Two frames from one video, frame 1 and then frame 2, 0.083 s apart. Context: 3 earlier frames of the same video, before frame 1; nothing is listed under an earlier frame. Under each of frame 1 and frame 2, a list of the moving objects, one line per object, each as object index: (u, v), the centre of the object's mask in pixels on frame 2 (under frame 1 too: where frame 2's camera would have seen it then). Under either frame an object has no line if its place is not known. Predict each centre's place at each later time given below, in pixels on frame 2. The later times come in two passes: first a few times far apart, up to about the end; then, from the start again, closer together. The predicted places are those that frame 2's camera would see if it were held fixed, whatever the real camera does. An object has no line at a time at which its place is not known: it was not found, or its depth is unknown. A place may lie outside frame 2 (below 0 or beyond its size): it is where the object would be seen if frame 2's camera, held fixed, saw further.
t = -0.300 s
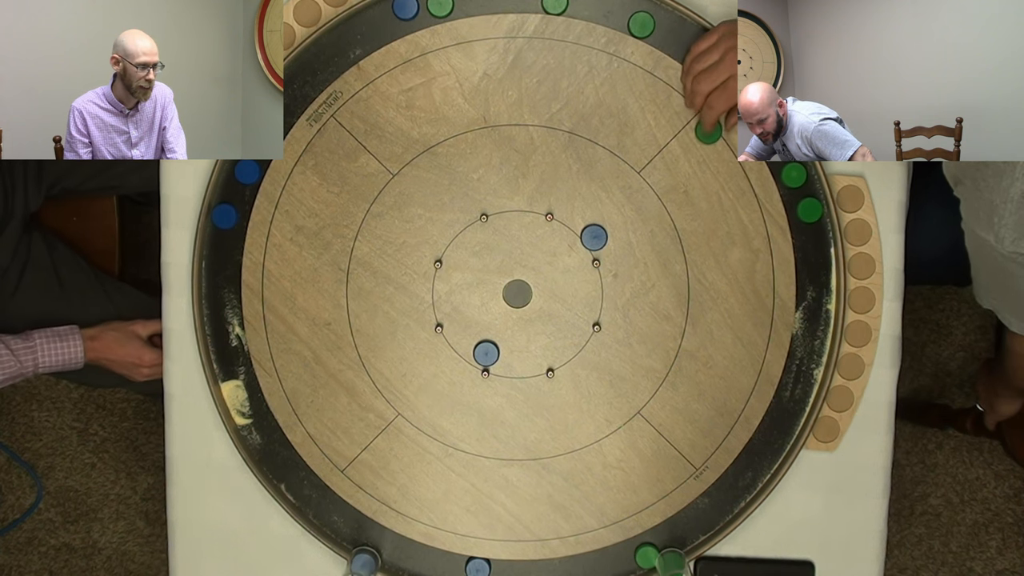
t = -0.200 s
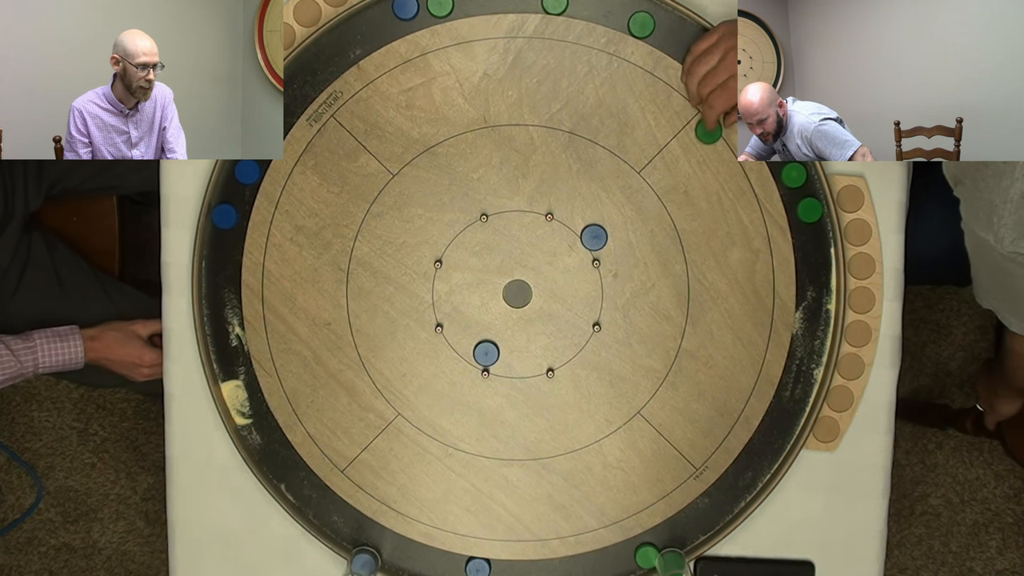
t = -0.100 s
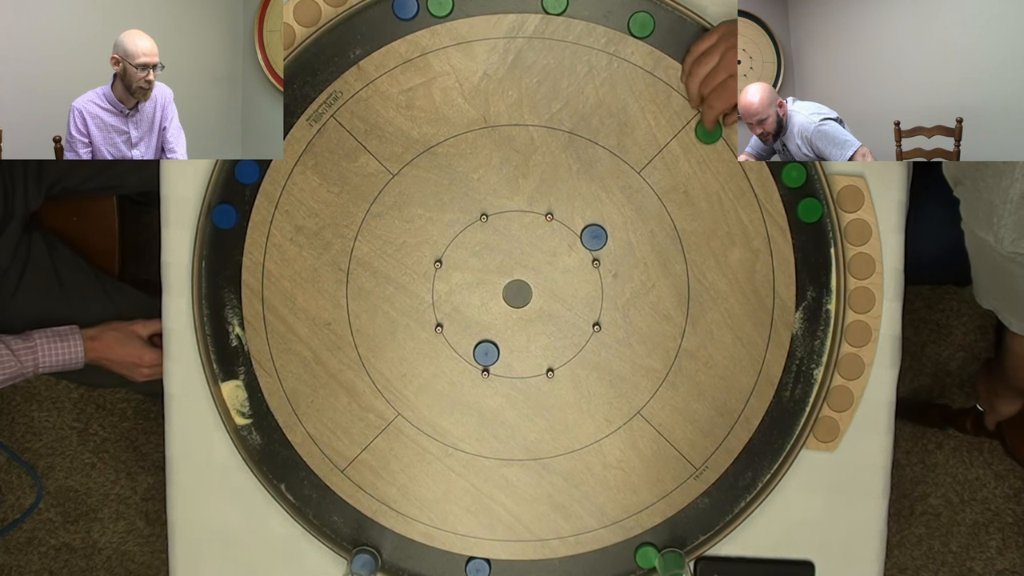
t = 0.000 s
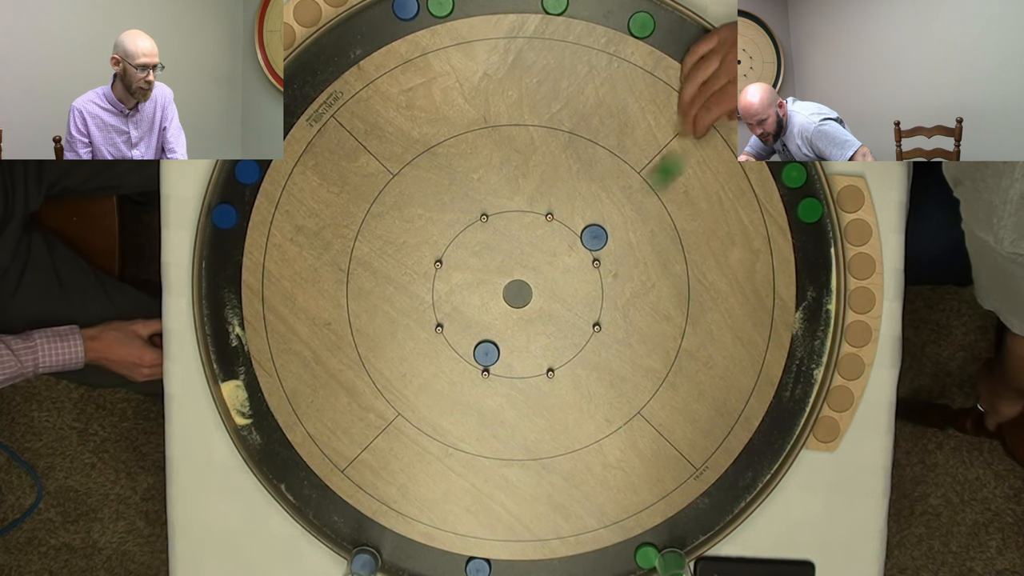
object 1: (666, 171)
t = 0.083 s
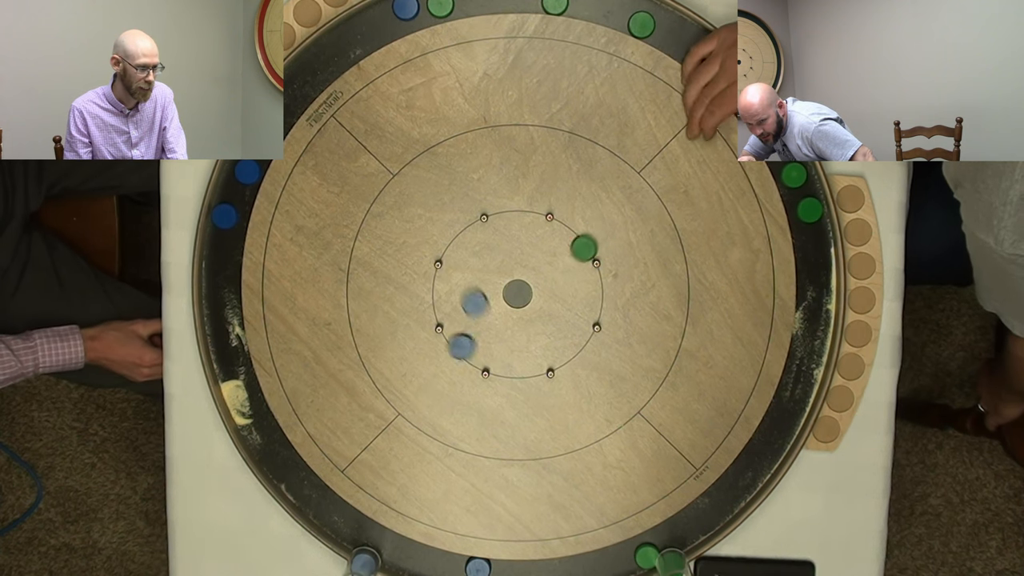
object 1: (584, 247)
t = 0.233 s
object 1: (526, 300)
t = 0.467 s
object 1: (466, 349)
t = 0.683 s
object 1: (449, 361)
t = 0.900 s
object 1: (449, 361)
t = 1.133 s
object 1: (449, 361)
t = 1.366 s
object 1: (449, 361)
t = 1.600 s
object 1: (449, 361)
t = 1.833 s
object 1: (449, 361)
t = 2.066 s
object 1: (449, 361)
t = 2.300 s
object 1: (449, 361)
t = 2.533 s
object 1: (449, 361)
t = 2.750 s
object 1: (449, 361)
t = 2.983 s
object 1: (449, 361)
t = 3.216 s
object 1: (449, 361)
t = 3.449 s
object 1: (449, 361)
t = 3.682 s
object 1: (449, 361)
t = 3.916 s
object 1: (449, 361)
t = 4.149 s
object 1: (449, 361)
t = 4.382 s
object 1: (449, 361)
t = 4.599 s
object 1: (449, 361)
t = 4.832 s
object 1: (449, 361)
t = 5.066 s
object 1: (449, 361)
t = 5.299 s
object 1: (449, 361)
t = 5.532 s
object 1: (449, 361)
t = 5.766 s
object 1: (449, 361)
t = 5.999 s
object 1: (449, 361)
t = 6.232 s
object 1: (449, 361)
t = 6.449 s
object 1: (449, 361)
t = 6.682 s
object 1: (449, 361)
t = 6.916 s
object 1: (449, 361)
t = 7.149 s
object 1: (449, 361)
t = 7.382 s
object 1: (449, 361)
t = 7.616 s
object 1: (449, 361)
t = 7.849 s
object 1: (449, 361)
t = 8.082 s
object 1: (449, 361)
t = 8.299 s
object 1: (449, 361)
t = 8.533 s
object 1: (449, 361)
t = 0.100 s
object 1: (577, 254)
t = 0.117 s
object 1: (570, 261)
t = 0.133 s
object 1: (563, 267)
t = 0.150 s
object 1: (557, 273)
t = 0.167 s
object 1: (550, 279)
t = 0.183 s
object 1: (544, 284)
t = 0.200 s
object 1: (538, 290)
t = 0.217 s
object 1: (532, 295)
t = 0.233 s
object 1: (526, 300)
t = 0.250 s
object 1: (520, 305)
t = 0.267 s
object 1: (515, 310)
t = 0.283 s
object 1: (509, 314)
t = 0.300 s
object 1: (504, 318)
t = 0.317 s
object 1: (499, 323)
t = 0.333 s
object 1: (494, 326)
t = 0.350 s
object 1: (490, 330)
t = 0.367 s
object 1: (486, 333)
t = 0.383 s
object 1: (482, 336)
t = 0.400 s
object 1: (478, 339)
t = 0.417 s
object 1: (475, 342)
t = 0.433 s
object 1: (472, 345)
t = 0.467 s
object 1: (466, 349)
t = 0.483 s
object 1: (463, 351)
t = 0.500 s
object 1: (461, 352)
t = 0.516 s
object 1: (459, 354)
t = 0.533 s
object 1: (457, 355)
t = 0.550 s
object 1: (455, 357)
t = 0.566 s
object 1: (453, 358)
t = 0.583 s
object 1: (452, 359)
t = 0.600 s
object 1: (451, 359)
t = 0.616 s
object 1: (450, 360)
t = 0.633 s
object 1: (449, 360)
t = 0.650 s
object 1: (449, 361)
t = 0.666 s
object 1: (449, 361)
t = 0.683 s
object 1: (449, 361)
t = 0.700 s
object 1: (449, 361)
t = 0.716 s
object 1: (449, 361)
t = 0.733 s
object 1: (449, 361)
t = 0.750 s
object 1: (449, 361)
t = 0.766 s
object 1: (449, 361)
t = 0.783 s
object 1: (449, 361)
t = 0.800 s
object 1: (449, 361)
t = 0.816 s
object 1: (449, 361)
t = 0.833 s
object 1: (449, 361)
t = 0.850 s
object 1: (449, 361)
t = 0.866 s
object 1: (449, 361)
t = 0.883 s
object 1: (449, 361)
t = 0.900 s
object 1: (449, 361)
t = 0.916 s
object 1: (449, 361)
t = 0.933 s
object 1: (449, 361)
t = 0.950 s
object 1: (449, 361)
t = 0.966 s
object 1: (449, 361)
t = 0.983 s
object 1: (449, 361)
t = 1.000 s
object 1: (449, 361)
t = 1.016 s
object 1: (449, 361)
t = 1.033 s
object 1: (449, 361)
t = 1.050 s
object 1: (449, 361)
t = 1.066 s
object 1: (449, 361)
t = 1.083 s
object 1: (449, 361)
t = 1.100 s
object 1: (449, 361)
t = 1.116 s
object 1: (449, 361)
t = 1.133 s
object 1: (449, 361)
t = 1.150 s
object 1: (449, 361)
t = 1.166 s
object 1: (449, 361)
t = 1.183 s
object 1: (449, 361)
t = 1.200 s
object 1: (449, 361)
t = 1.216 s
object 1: (449, 361)
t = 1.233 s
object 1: (449, 361)
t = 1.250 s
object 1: (449, 361)
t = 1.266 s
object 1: (449, 361)
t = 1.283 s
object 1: (449, 361)
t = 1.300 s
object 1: (449, 361)
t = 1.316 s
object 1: (449, 361)
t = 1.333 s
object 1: (449, 361)
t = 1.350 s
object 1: (449, 361)
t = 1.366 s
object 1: (449, 361)
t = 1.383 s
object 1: (449, 361)
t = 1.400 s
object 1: (449, 361)
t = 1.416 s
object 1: (449, 361)
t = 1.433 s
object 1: (449, 361)
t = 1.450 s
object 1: (449, 361)
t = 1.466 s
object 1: (449, 361)
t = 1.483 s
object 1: (449, 361)
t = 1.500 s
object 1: (449, 361)
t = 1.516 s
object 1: (449, 361)
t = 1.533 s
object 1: (449, 361)
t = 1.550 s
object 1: (449, 361)
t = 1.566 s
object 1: (449, 361)
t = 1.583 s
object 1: (449, 361)
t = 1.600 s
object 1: (449, 361)
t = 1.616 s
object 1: (449, 361)
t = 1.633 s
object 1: (449, 361)
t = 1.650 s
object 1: (449, 361)
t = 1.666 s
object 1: (449, 361)
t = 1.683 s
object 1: (449, 361)
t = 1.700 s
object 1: (449, 361)
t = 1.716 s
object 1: (449, 361)
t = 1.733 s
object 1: (449, 361)
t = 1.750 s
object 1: (449, 361)
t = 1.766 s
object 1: (449, 361)
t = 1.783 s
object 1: (449, 361)
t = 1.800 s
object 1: (449, 361)
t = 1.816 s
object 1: (449, 361)
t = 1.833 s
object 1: (449, 361)
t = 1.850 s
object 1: (449, 361)
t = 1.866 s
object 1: (449, 361)
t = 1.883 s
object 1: (449, 361)
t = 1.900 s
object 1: (449, 361)
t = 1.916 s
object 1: (449, 361)
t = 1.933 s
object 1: (449, 361)
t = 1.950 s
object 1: (449, 361)
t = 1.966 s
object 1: (449, 361)
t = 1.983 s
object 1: (449, 361)
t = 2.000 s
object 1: (449, 361)
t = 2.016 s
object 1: (449, 361)
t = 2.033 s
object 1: (449, 361)
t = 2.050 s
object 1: (449, 361)
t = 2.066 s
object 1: (449, 361)
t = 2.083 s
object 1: (449, 361)
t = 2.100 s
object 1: (449, 361)
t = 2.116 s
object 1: (449, 361)
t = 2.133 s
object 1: (449, 361)
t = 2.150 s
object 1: (449, 361)
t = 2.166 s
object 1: (449, 361)
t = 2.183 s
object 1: (449, 361)
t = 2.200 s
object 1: (449, 361)
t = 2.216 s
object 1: (449, 361)
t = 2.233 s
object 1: (449, 361)
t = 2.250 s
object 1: (449, 361)
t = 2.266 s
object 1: (449, 361)
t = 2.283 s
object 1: (449, 361)
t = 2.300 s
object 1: (449, 361)
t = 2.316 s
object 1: (449, 361)
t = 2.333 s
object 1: (449, 361)
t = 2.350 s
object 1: (449, 361)
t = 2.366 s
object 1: (449, 361)
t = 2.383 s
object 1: (449, 361)
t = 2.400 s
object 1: (449, 361)
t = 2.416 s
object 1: (449, 361)
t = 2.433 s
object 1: (449, 361)
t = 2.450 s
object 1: (449, 361)
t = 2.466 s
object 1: (449, 361)
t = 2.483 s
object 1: (449, 361)
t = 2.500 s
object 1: (449, 361)
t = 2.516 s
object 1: (449, 361)
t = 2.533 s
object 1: (449, 361)
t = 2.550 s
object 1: (449, 361)
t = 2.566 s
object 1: (449, 361)
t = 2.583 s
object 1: (449, 361)
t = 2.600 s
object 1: (449, 361)
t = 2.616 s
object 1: (449, 361)
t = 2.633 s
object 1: (449, 361)
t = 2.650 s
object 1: (449, 361)
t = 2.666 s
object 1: (449, 361)
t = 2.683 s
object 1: (449, 361)
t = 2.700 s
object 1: (449, 361)
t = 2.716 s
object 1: (449, 361)
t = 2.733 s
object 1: (449, 361)
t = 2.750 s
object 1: (449, 361)
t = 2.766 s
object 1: (449, 361)
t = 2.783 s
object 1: (449, 361)
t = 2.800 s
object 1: (449, 361)
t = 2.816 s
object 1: (449, 361)
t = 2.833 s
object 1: (449, 361)
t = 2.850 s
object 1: (449, 361)
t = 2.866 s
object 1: (449, 361)
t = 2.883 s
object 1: (449, 361)
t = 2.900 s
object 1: (449, 361)
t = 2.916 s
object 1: (449, 361)
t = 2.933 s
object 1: (449, 361)
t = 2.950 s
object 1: (449, 361)
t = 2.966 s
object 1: (449, 361)
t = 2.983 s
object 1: (449, 361)
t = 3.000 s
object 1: (449, 361)
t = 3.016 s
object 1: (449, 361)
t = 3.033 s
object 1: (449, 361)
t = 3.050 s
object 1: (449, 361)
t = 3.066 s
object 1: (449, 361)
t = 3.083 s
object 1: (449, 361)
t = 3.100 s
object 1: (449, 361)
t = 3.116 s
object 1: (449, 361)
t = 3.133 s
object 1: (449, 361)
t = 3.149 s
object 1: (449, 361)
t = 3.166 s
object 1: (449, 361)
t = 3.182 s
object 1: (449, 361)
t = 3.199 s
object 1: (449, 361)
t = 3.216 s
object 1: (449, 361)
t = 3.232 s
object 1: (449, 361)
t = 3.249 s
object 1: (449, 361)
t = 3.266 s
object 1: (449, 361)
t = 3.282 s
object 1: (449, 361)
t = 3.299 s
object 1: (449, 361)
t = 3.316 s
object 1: (449, 361)
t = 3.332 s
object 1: (449, 361)
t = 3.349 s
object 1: (449, 361)
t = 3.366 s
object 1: (449, 361)
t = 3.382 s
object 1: (449, 361)
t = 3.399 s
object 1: (449, 361)
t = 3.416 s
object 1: (449, 361)
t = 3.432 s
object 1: (449, 361)
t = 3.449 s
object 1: (449, 361)
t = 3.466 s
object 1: (449, 361)
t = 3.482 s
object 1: (449, 361)
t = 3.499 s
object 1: (449, 361)
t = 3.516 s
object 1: (449, 361)
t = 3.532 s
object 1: (449, 361)
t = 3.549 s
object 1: (449, 361)
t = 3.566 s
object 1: (449, 361)
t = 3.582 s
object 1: (449, 361)
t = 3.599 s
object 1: (449, 361)
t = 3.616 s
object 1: (449, 361)
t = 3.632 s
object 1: (449, 361)
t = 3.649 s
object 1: (449, 361)
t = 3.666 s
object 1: (449, 361)
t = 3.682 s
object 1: (449, 361)
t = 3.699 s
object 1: (449, 361)
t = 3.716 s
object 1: (449, 361)
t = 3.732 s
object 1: (449, 361)
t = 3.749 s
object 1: (449, 361)
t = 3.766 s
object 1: (449, 361)
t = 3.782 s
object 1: (449, 361)
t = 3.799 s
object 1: (449, 361)
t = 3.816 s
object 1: (449, 361)
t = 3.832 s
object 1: (449, 361)
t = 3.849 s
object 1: (449, 361)
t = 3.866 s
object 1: (449, 361)
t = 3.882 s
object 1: (449, 361)
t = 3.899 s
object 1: (449, 361)
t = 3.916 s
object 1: (449, 361)
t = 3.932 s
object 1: (449, 361)
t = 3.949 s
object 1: (449, 361)
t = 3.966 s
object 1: (449, 361)
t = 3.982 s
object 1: (449, 361)
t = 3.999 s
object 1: (449, 361)
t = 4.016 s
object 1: (449, 361)
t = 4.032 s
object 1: (449, 361)
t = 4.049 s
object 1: (449, 361)
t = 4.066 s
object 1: (449, 361)
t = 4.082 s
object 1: (449, 361)
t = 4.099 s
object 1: (449, 361)
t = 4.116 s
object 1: (449, 361)
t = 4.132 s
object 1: (449, 361)
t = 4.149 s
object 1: (449, 361)
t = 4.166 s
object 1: (449, 361)
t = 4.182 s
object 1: (449, 361)
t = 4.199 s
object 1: (449, 361)
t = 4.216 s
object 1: (449, 361)
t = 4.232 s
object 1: (449, 361)
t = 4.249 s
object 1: (449, 361)
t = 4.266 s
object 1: (449, 361)
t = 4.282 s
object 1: (449, 361)
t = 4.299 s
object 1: (449, 361)
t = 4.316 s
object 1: (449, 361)
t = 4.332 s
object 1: (449, 361)
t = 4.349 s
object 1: (449, 361)
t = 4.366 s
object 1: (449, 361)
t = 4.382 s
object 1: (449, 361)
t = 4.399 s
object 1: (449, 361)
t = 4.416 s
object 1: (449, 361)
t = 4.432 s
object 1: (449, 361)
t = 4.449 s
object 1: (449, 361)
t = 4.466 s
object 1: (449, 361)
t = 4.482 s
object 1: (449, 361)
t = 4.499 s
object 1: (449, 361)
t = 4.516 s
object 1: (449, 361)
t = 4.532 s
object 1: (449, 361)
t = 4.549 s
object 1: (449, 361)
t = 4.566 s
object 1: (449, 361)
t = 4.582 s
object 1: (449, 361)
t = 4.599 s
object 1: (449, 361)
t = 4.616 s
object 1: (449, 361)
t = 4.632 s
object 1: (449, 361)
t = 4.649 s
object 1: (449, 361)
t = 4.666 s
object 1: (449, 361)
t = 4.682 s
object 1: (449, 361)
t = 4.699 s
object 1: (449, 361)
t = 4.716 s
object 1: (449, 361)
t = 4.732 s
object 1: (449, 361)
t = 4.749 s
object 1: (449, 361)
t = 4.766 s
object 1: (449, 361)
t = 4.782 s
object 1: (449, 361)
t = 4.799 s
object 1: (449, 361)
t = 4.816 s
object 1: (449, 361)
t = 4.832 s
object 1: (449, 361)
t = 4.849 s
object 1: (449, 361)
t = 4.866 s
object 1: (449, 361)
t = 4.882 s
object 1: (449, 361)
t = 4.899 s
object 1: (449, 361)
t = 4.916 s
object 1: (449, 361)
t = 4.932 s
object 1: (449, 361)
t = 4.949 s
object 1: (449, 361)
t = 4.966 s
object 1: (449, 361)
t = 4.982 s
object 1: (449, 361)
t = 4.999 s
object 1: (449, 361)
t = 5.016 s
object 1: (449, 361)
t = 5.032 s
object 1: (449, 361)
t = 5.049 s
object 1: (449, 361)
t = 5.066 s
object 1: (449, 361)
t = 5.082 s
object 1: (449, 361)
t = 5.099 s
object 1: (449, 361)
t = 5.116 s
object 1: (449, 361)
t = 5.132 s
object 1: (449, 361)
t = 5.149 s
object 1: (449, 361)
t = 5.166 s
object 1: (449, 361)
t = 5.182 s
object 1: (449, 361)
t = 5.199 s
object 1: (449, 361)
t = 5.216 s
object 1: (449, 361)
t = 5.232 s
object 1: (449, 361)
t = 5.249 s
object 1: (449, 361)
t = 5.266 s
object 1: (449, 361)
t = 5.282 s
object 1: (449, 361)
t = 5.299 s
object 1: (449, 361)
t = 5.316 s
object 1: (449, 361)
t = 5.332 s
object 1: (449, 361)
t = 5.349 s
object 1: (449, 361)
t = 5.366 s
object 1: (449, 361)
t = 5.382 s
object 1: (449, 361)
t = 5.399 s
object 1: (449, 361)
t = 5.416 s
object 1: (449, 361)
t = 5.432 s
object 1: (449, 361)
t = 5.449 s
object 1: (449, 361)
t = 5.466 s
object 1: (449, 361)
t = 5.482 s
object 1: (449, 361)
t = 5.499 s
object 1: (449, 361)
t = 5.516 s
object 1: (449, 361)
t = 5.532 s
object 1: (449, 361)
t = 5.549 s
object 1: (449, 361)
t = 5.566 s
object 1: (449, 361)
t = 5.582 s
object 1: (449, 361)
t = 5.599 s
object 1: (449, 361)
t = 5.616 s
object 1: (449, 361)
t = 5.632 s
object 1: (449, 361)
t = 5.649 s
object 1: (449, 361)
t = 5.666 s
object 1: (449, 361)
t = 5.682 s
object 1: (449, 361)
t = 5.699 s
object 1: (449, 361)
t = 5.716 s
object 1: (449, 361)
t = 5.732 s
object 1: (449, 361)
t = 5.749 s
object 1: (449, 361)
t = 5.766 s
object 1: (449, 361)
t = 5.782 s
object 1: (449, 361)
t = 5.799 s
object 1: (449, 361)
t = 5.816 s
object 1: (449, 361)
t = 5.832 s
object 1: (449, 361)
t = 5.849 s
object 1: (449, 361)
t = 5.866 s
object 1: (449, 361)
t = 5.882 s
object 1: (449, 361)
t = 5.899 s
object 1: (449, 361)
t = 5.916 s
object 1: (449, 361)
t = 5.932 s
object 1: (449, 361)
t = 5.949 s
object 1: (449, 361)
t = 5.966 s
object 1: (449, 361)
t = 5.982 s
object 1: (449, 361)
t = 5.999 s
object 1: (449, 361)
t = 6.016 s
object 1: (449, 361)
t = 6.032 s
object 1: (449, 361)
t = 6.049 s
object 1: (449, 361)
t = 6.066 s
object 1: (449, 361)
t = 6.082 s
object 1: (449, 361)
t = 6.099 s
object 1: (449, 361)
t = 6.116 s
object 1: (449, 361)
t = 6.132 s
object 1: (449, 361)
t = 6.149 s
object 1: (449, 361)
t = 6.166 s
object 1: (449, 361)
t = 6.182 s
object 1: (449, 361)
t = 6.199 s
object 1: (449, 361)
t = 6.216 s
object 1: (449, 361)
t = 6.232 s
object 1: (449, 361)
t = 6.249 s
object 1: (449, 361)
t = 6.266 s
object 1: (449, 361)
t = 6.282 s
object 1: (449, 361)
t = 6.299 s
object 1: (449, 361)
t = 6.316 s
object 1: (449, 361)
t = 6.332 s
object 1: (449, 361)
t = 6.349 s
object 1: (449, 361)
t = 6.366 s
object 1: (449, 361)
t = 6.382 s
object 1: (449, 361)
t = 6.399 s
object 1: (449, 361)
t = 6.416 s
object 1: (449, 361)
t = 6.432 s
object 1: (449, 361)
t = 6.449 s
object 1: (449, 361)
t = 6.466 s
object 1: (449, 361)
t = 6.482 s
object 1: (449, 361)
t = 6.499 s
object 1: (449, 361)
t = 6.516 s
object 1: (449, 361)
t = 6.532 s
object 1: (449, 361)
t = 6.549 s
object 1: (449, 361)
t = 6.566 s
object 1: (449, 361)
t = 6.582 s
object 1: (449, 361)
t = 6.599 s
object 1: (449, 361)
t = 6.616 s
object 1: (449, 361)
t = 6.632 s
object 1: (449, 361)
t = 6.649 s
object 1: (449, 361)
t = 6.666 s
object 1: (449, 361)
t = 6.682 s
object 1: (449, 361)
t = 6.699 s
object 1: (449, 361)
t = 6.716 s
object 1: (449, 361)
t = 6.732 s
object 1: (449, 361)
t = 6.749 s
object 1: (449, 361)
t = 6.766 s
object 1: (449, 361)
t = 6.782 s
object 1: (449, 361)
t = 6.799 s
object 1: (449, 361)
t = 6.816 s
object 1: (449, 361)
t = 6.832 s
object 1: (449, 361)
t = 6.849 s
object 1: (449, 361)
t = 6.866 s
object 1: (449, 361)
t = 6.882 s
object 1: (449, 361)
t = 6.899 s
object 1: (449, 361)
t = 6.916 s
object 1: (449, 361)
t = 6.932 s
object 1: (449, 361)
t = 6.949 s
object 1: (449, 361)
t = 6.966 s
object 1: (449, 361)
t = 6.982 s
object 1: (449, 361)
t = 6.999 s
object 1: (449, 361)
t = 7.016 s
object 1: (449, 361)
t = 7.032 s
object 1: (449, 361)
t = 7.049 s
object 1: (449, 361)
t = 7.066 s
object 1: (449, 361)
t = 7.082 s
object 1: (449, 361)
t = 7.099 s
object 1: (449, 361)
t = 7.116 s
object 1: (449, 361)
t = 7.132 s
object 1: (449, 361)
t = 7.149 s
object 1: (449, 361)
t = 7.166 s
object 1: (449, 361)
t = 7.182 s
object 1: (449, 361)
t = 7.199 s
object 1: (449, 361)
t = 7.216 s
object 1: (449, 361)
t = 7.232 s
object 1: (449, 361)
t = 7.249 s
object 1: (449, 361)
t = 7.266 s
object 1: (449, 361)
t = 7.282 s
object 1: (449, 361)
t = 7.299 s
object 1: (449, 361)
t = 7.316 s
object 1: (449, 361)
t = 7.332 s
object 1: (449, 361)
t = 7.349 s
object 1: (449, 361)
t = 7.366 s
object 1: (449, 361)
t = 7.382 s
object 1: (449, 361)
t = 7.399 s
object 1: (449, 361)
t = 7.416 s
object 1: (449, 361)
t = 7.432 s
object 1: (449, 361)
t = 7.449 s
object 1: (449, 361)
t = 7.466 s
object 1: (449, 361)
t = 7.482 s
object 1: (449, 361)
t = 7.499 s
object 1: (449, 361)
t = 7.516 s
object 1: (449, 361)
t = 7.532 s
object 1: (449, 361)
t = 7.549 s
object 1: (449, 361)
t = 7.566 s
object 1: (449, 361)
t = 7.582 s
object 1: (449, 361)
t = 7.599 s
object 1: (449, 361)
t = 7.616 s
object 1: (449, 361)
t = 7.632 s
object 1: (449, 361)
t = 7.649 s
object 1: (449, 361)
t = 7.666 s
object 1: (449, 361)
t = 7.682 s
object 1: (449, 361)
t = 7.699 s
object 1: (449, 361)
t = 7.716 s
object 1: (449, 361)
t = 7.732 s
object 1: (449, 361)
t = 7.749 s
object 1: (449, 361)
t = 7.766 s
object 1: (449, 361)
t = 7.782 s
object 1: (449, 361)
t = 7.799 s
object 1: (449, 361)
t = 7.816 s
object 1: (449, 361)
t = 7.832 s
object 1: (449, 361)
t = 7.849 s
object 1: (449, 361)
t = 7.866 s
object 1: (449, 361)
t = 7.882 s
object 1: (449, 361)
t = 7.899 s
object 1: (449, 361)
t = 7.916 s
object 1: (449, 361)
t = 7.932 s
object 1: (449, 361)
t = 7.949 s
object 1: (449, 361)
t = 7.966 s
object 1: (449, 361)
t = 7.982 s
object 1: (449, 361)
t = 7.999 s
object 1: (449, 361)
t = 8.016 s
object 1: (449, 361)
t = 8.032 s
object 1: (449, 361)
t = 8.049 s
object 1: (449, 361)
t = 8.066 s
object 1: (449, 361)
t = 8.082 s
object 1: (449, 361)
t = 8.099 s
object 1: (449, 361)
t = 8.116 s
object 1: (449, 361)
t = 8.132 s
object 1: (449, 361)
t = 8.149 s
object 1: (449, 361)
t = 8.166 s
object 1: (449, 361)
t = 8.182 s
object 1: (449, 361)
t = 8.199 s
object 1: (449, 361)
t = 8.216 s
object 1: (449, 361)
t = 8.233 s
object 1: (449, 361)
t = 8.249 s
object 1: (449, 361)
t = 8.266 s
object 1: (449, 361)
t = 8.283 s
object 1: (449, 361)
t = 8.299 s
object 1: (449, 361)
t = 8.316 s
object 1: (449, 361)
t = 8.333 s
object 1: (449, 361)
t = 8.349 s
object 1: (449, 361)
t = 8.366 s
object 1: (449, 361)
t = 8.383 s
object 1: (449, 361)
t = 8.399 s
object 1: (449, 361)
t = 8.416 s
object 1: (449, 361)
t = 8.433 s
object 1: (449, 361)
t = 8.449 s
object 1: (449, 361)
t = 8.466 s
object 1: (449, 361)
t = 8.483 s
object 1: (449, 361)
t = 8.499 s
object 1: (449, 361)
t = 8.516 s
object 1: (449, 361)
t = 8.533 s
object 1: (449, 361)
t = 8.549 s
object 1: (449, 361)
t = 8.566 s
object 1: (449, 361)
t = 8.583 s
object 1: (449, 361)
